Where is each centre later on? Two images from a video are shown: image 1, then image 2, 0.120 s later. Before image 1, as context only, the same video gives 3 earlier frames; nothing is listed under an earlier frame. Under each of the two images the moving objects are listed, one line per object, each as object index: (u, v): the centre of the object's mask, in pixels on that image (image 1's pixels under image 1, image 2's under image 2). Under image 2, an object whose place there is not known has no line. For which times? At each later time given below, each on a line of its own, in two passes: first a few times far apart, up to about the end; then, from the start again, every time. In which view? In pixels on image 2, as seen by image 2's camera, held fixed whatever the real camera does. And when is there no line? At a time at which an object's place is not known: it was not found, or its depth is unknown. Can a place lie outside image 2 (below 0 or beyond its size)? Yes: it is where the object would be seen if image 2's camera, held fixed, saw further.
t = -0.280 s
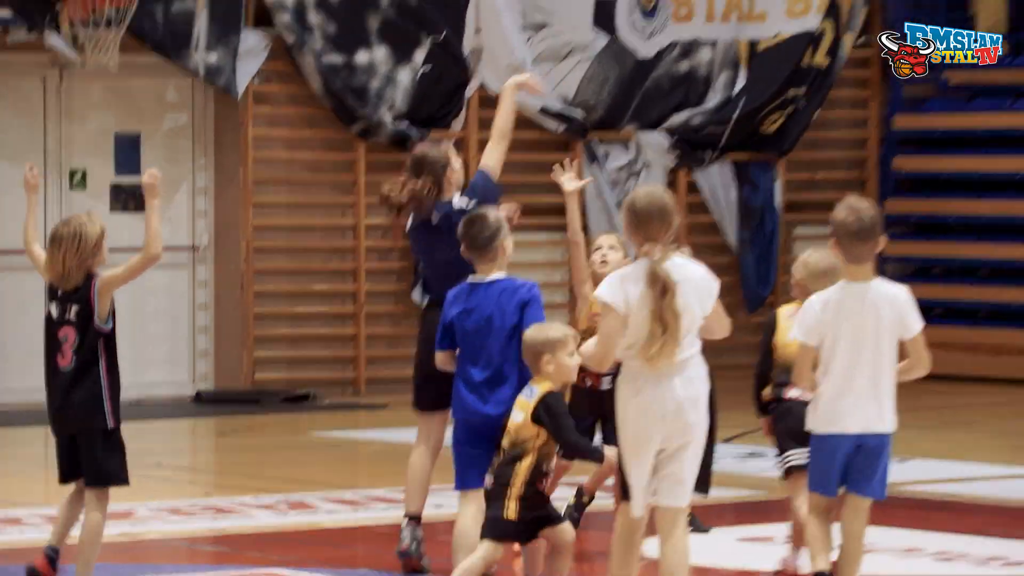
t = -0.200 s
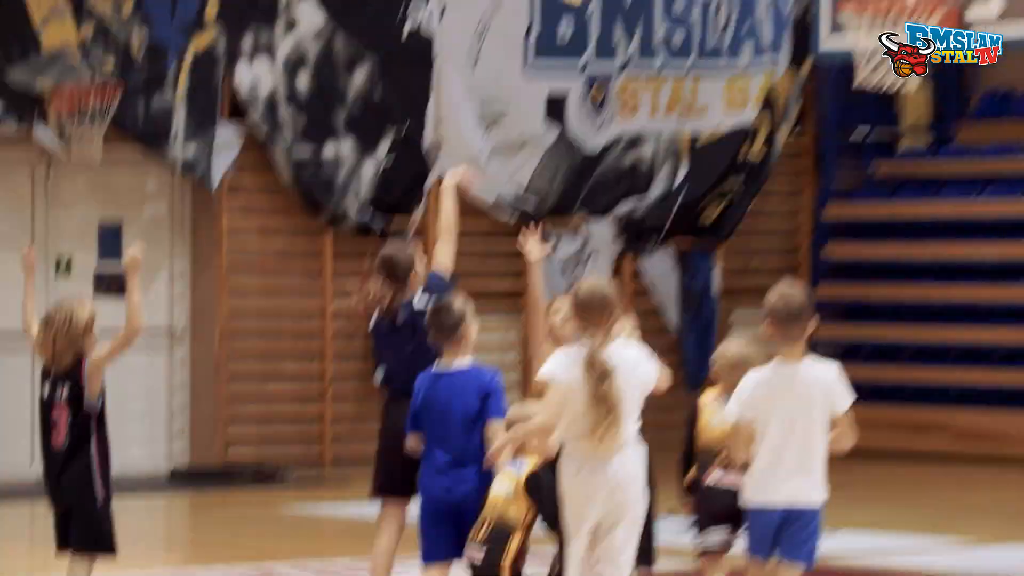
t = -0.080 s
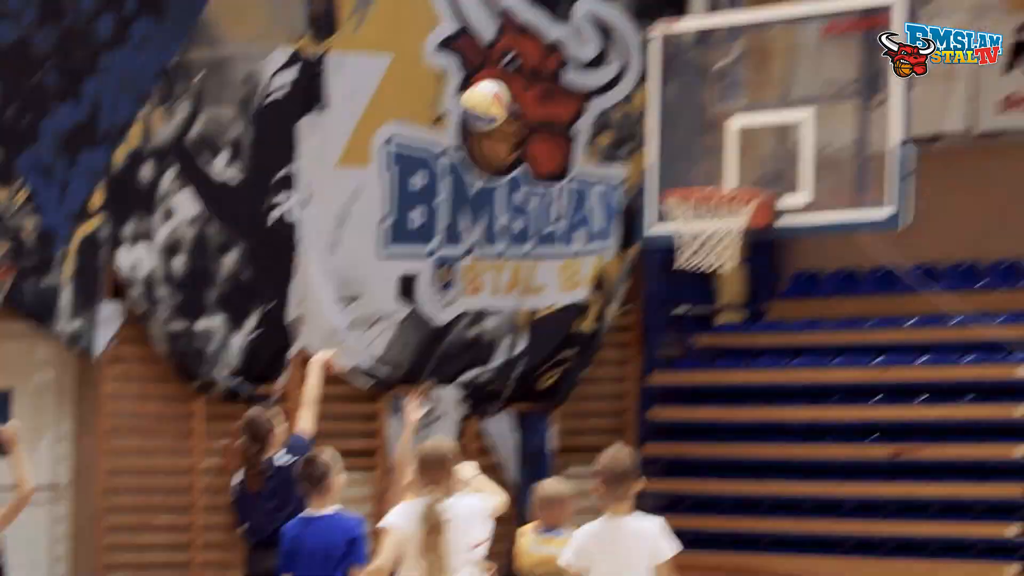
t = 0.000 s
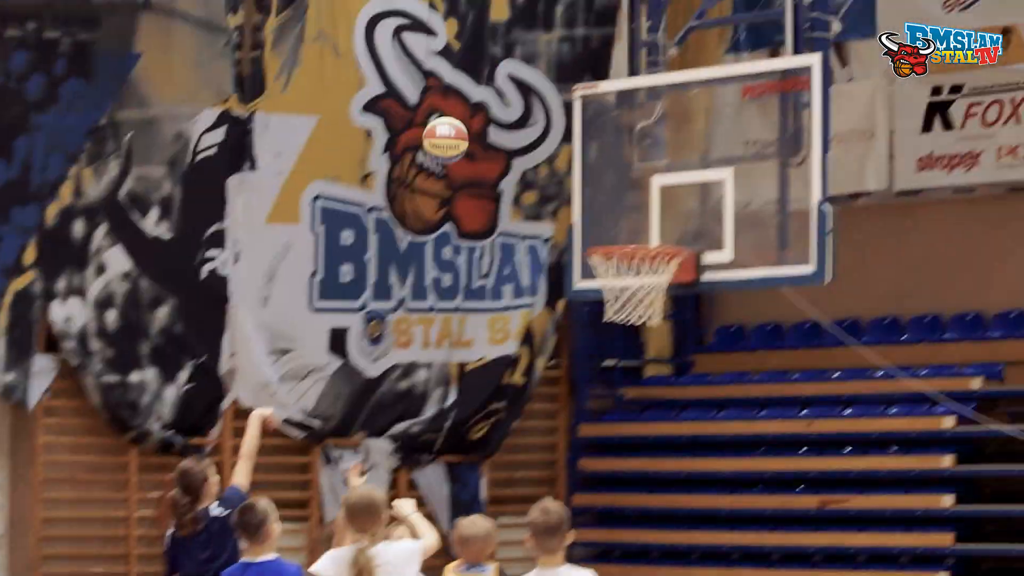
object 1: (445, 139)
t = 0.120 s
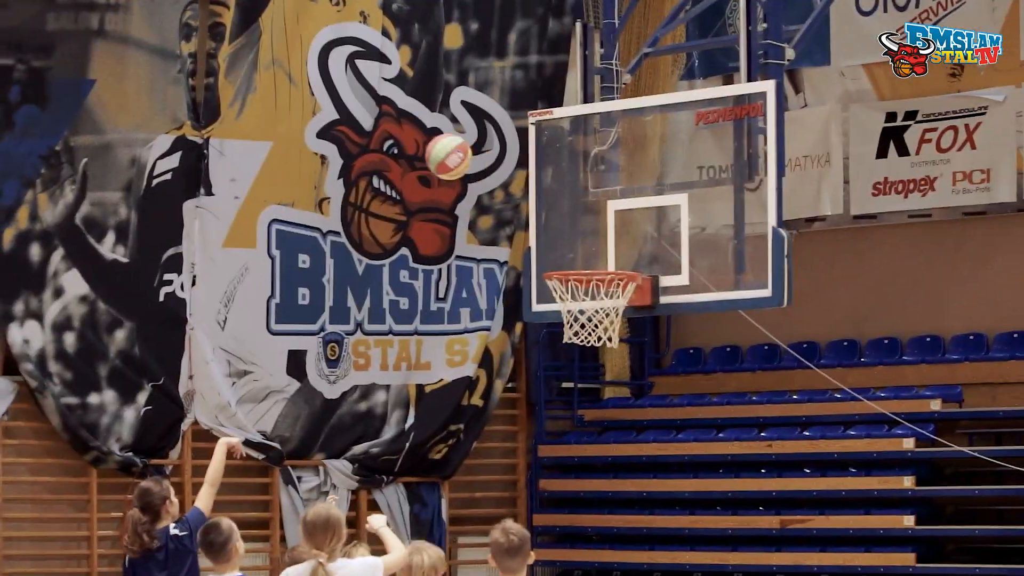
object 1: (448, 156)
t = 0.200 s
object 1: (480, 166)
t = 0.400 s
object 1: (556, 248)
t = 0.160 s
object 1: (464, 160)
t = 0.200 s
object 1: (480, 166)
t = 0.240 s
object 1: (496, 176)
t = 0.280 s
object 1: (510, 190)
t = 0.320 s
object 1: (526, 205)
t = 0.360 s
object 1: (541, 224)
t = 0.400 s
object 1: (556, 248)
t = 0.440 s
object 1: (570, 262)
